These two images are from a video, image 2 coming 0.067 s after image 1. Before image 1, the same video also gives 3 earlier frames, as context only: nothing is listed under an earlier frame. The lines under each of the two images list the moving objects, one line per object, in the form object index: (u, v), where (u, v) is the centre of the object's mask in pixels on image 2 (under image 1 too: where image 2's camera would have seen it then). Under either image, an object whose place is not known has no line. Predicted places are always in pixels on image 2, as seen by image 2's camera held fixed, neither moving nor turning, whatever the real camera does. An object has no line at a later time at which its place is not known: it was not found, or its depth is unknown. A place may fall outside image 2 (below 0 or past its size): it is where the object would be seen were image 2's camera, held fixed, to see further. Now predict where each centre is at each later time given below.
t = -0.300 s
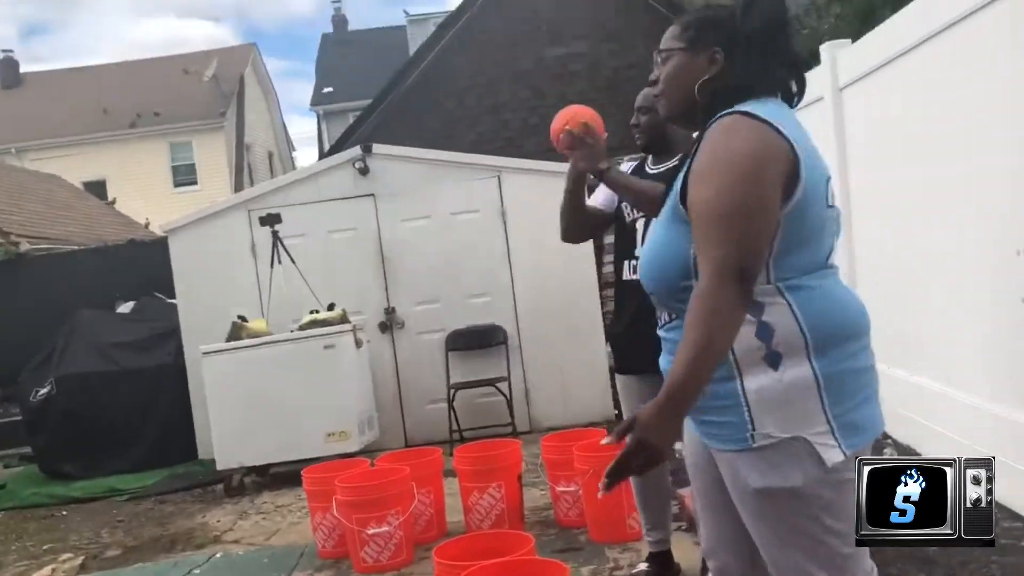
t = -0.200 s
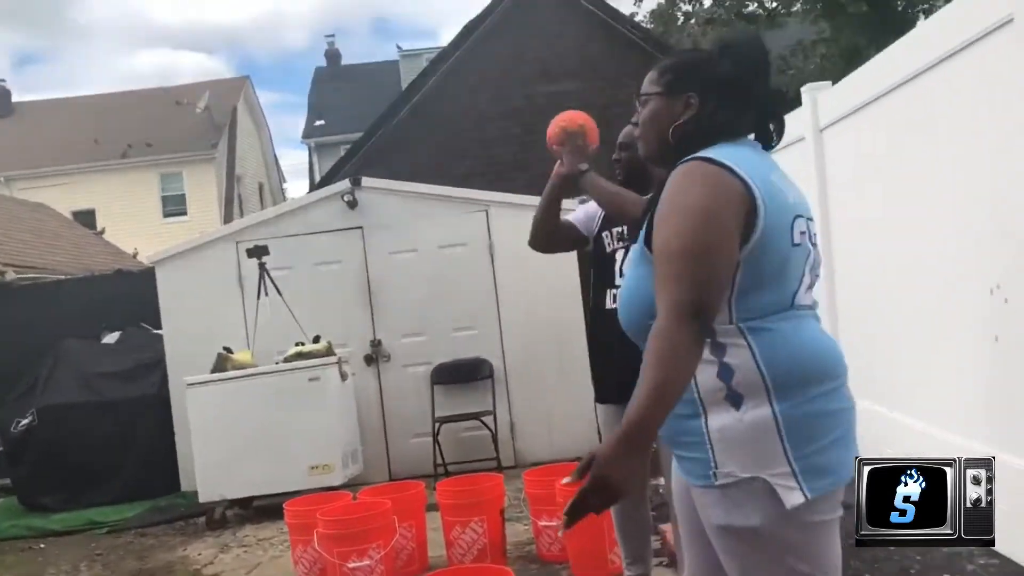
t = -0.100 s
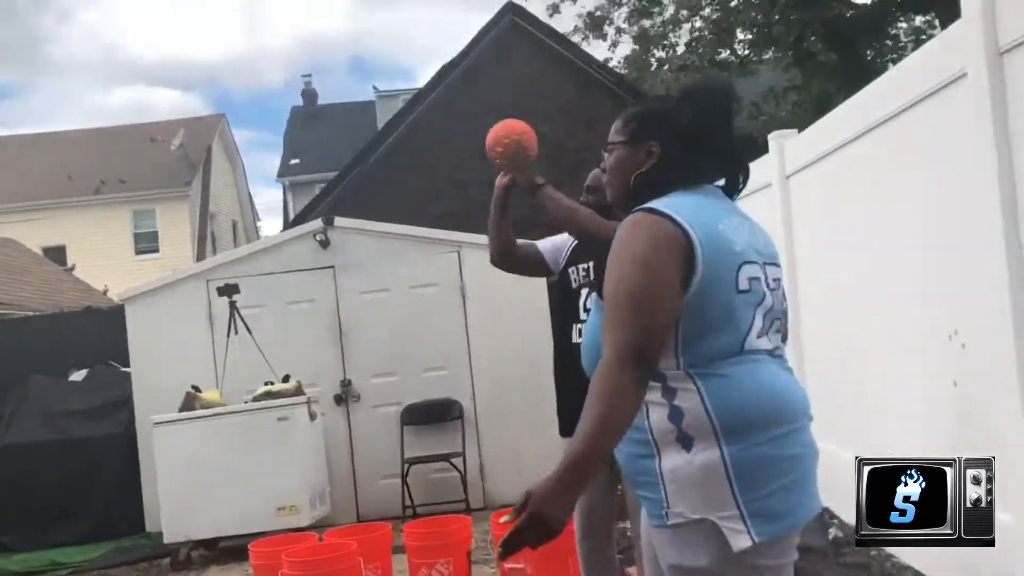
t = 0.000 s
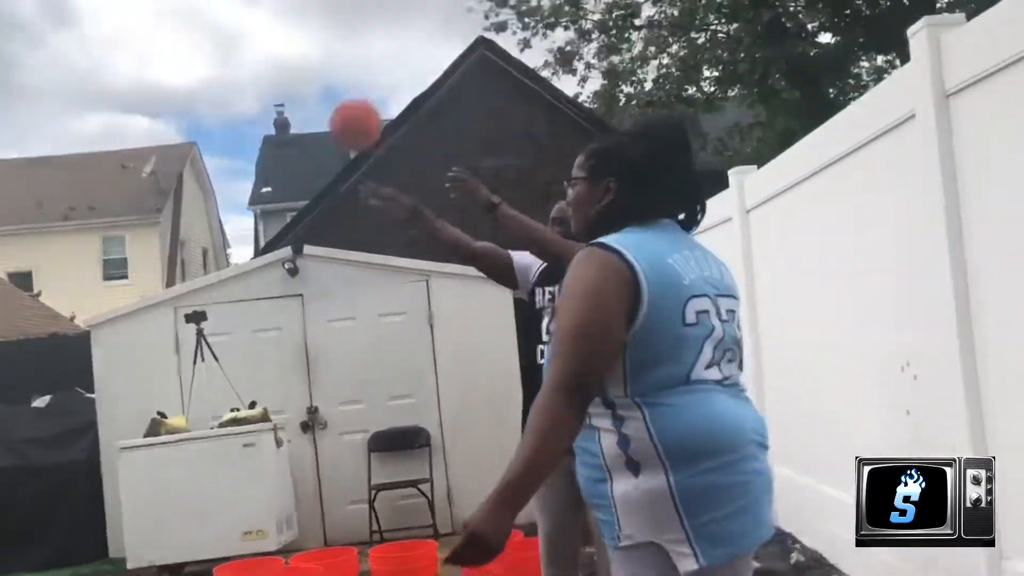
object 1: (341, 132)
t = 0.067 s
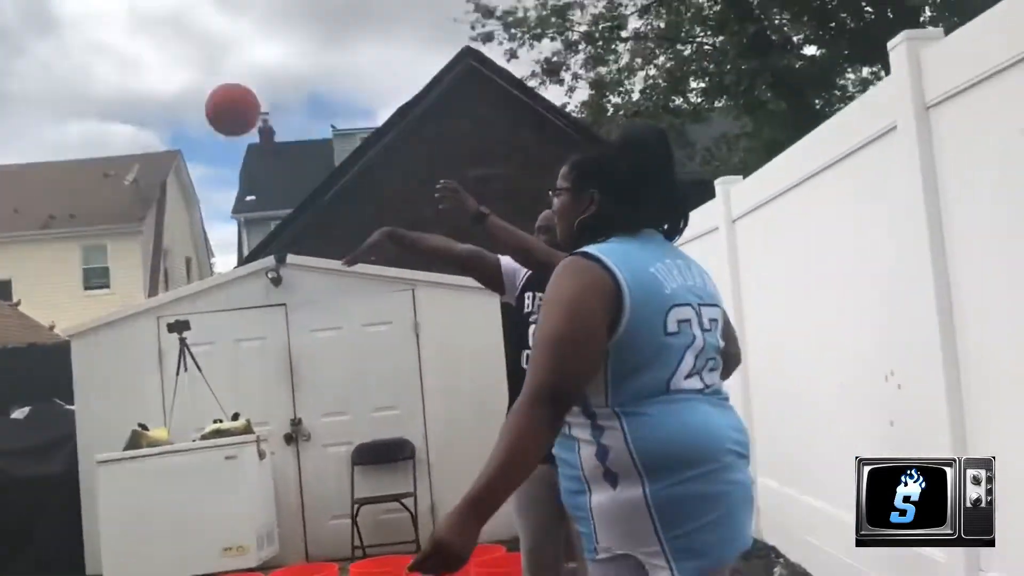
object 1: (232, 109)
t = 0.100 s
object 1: (180, 100)
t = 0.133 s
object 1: (125, 96)
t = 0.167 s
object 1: (70, 94)
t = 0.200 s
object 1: (12, 96)
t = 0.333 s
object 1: (-204, 147)
